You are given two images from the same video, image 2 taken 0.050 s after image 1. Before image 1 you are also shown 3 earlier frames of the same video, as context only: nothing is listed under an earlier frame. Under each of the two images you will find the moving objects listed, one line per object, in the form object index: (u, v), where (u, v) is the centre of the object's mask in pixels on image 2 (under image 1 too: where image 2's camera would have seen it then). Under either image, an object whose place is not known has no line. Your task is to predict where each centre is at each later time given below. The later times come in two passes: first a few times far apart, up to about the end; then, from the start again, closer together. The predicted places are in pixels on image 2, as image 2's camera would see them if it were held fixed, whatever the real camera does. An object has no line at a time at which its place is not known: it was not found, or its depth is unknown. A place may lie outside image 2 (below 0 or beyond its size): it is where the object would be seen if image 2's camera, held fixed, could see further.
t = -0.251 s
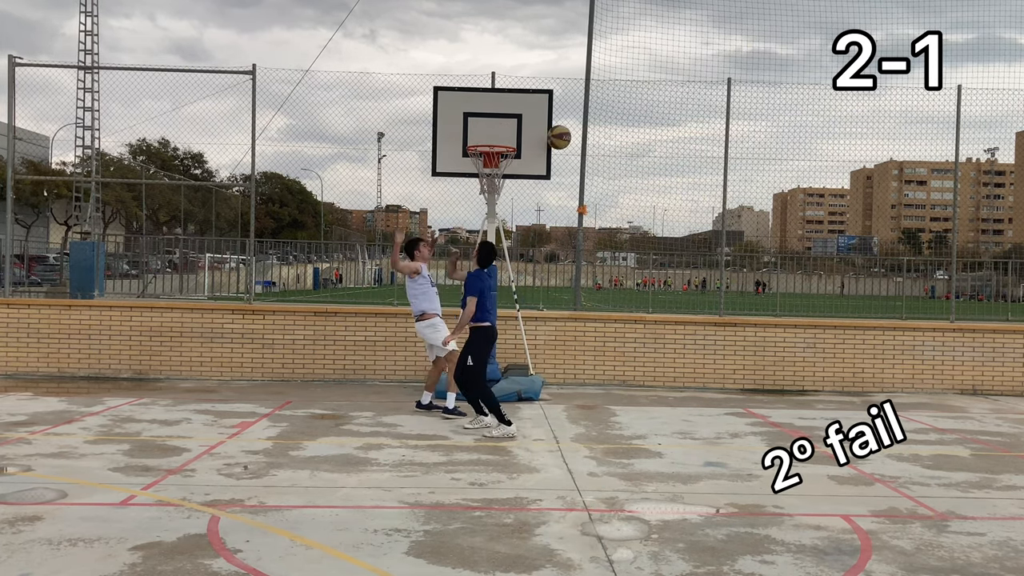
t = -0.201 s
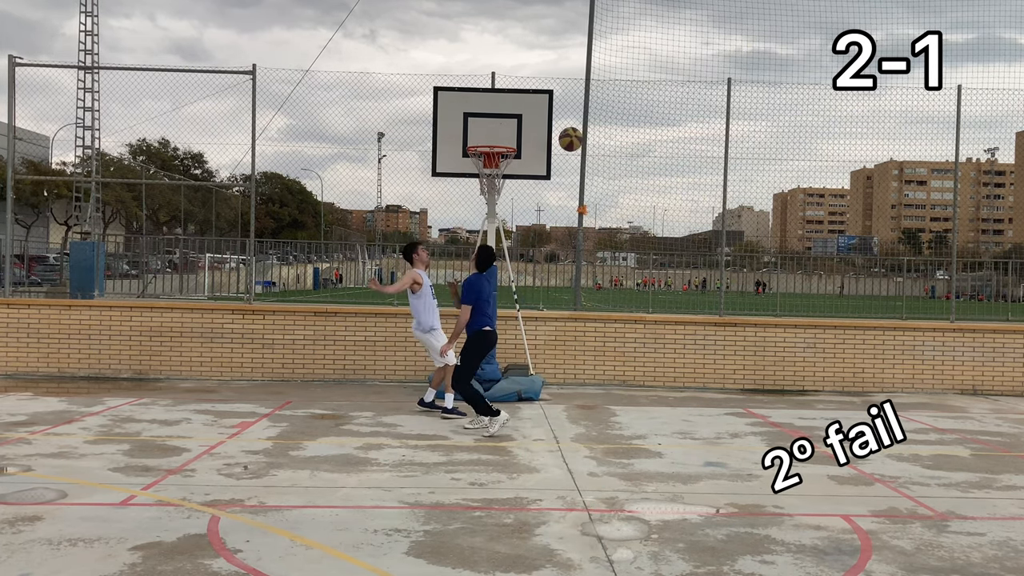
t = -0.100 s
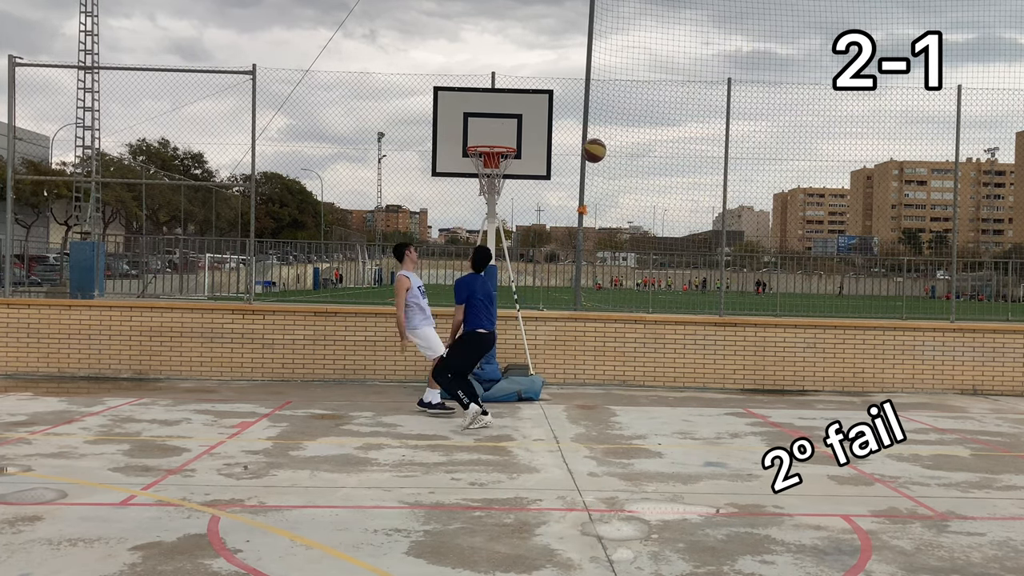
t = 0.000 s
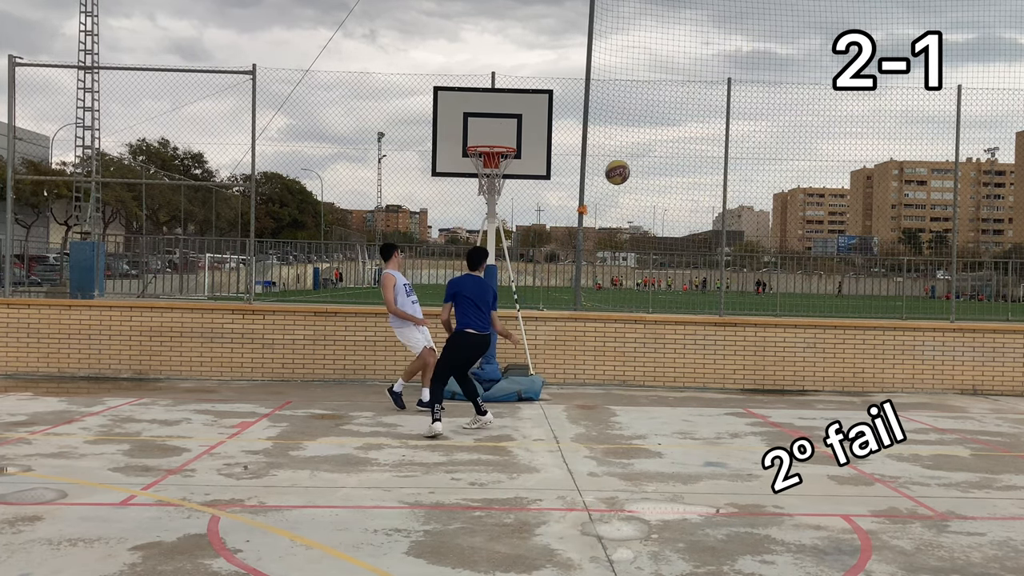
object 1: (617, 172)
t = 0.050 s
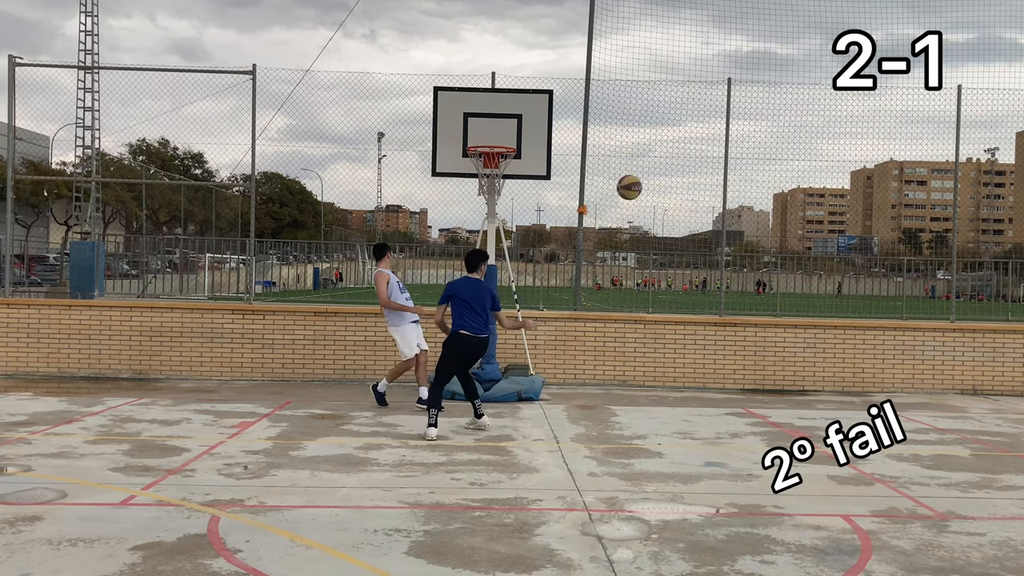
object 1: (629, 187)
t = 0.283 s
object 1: (686, 295)
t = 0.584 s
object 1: (752, 364)
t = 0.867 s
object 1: (805, 276)
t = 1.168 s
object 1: (861, 278)
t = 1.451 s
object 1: (913, 379)
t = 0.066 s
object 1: (633, 193)
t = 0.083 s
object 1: (637, 199)
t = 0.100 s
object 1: (641, 205)
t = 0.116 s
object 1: (645, 211)
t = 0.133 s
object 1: (649, 218)
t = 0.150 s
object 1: (653, 225)
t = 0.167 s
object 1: (657, 232)
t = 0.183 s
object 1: (661, 241)
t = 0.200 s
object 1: (665, 249)
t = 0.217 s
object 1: (670, 257)
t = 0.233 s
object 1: (673, 266)
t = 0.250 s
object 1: (678, 275)
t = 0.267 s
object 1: (682, 285)
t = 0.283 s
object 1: (686, 295)
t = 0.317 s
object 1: (694, 315)
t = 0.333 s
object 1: (698, 327)
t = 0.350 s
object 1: (703, 337)
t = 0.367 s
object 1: (707, 349)
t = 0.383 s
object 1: (711, 361)
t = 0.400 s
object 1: (715, 374)
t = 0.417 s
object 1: (719, 386)
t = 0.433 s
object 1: (724, 399)
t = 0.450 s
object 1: (728, 412)
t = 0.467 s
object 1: (732, 423)
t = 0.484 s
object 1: (735, 414)
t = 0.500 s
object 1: (737, 405)
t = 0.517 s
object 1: (741, 396)
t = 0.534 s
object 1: (743, 387)
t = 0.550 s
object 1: (747, 379)
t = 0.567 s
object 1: (750, 371)
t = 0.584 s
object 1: (752, 364)
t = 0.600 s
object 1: (755, 356)
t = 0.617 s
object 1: (758, 349)
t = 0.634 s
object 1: (761, 342)
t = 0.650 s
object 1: (765, 335)
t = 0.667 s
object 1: (768, 329)
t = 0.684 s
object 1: (771, 323)
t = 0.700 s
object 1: (774, 317)
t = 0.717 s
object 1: (777, 312)
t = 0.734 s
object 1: (781, 307)
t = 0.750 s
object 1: (783, 302)
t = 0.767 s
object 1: (786, 299)
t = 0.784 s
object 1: (789, 294)
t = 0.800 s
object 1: (792, 289)
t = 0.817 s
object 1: (795, 285)
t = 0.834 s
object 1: (798, 282)
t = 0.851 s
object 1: (801, 279)
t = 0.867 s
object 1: (805, 276)
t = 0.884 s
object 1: (807, 273)
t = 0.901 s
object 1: (810, 271)
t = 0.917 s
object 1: (814, 269)
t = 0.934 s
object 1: (817, 268)
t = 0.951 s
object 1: (819, 266)
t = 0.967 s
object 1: (822, 265)
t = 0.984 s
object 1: (826, 264)
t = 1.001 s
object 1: (829, 264)
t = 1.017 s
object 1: (832, 264)
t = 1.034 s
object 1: (835, 264)
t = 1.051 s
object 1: (838, 265)
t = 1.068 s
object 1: (841, 266)
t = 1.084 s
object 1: (845, 267)
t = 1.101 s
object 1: (848, 268)
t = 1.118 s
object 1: (852, 270)
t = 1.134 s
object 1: (855, 272)
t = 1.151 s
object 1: (858, 275)
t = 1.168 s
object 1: (861, 278)
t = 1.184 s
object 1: (864, 281)
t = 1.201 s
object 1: (867, 285)
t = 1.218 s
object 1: (870, 289)
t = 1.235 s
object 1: (873, 293)
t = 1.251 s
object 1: (876, 297)
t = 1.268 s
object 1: (879, 302)
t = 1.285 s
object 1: (882, 308)
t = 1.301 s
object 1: (885, 313)
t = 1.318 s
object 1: (887, 319)
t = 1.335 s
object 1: (891, 325)
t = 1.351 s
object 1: (894, 332)
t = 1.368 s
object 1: (897, 338)
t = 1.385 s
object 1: (900, 346)
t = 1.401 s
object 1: (903, 353)
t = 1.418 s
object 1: (907, 361)
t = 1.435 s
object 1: (910, 370)
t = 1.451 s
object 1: (913, 379)
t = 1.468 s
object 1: (916, 388)
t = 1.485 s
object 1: (918, 396)
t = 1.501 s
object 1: (922, 406)
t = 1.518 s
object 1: (925, 416)
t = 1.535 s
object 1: (928, 427)
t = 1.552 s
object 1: (931, 438)
